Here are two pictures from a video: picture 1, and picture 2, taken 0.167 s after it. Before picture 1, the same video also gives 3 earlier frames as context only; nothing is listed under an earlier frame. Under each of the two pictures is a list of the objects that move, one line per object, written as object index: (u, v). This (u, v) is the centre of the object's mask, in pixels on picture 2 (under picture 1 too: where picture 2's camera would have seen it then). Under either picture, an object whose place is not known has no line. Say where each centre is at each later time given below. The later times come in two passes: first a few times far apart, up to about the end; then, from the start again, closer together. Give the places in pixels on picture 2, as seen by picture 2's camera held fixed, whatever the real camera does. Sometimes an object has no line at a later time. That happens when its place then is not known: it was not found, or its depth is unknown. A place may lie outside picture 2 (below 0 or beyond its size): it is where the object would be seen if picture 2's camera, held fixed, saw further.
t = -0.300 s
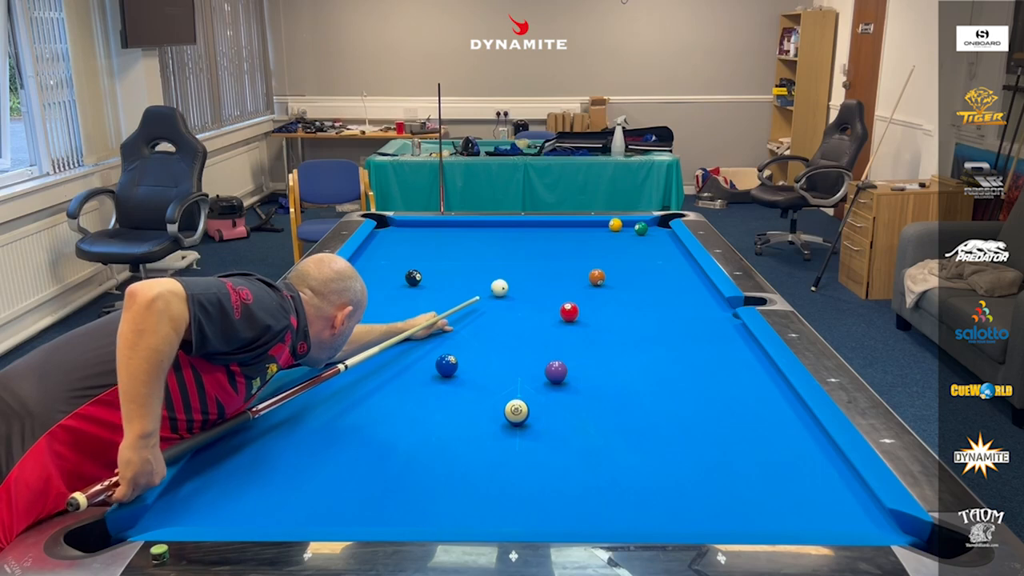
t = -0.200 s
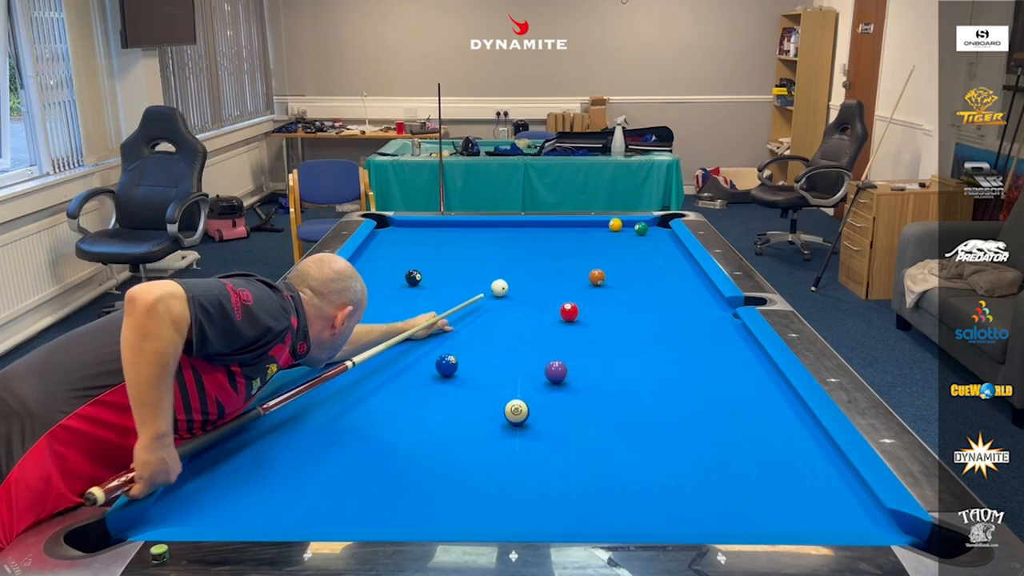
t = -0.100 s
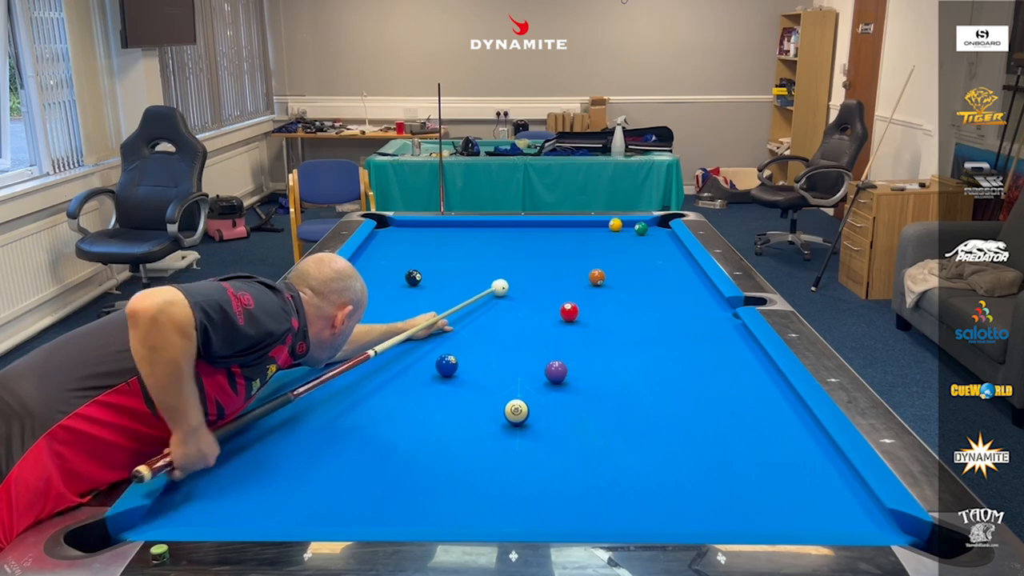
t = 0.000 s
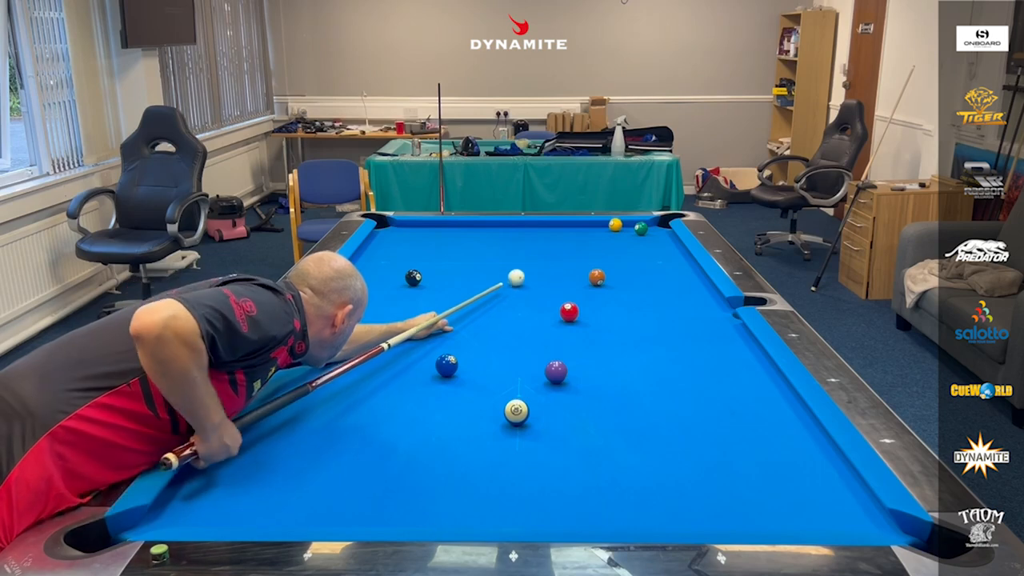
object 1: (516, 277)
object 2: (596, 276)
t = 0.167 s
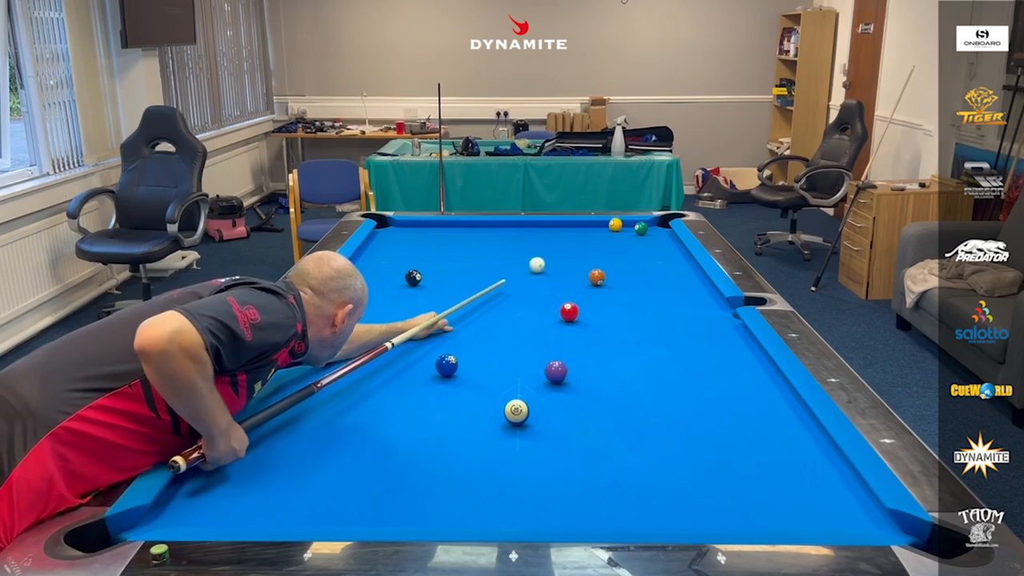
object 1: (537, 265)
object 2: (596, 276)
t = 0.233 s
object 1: (544, 260)
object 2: (596, 276)
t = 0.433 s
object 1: (564, 248)
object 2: (596, 276)
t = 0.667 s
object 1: (585, 235)
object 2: (596, 276)
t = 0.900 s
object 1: (602, 224)
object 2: (596, 276)
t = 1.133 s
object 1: (600, 227)
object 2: (596, 276)
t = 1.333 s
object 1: (600, 232)
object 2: (596, 276)
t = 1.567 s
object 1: (599, 237)
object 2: (596, 276)
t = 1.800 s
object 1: (599, 242)
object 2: (596, 276)
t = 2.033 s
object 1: (598, 248)
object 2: (596, 276)
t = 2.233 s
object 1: (597, 252)
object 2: (596, 276)
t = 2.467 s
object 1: (596, 258)
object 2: (596, 276)
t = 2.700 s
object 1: (595, 262)
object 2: (596, 276)
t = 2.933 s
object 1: (594, 266)
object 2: (596, 276)
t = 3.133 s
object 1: (592, 269)
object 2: (596, 276)
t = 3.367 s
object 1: (589, 272)
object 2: (598, 280)
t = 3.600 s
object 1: (587, 274)
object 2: (600, 283)
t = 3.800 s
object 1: (586, 275)
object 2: (601, 285)
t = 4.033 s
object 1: (584, 275)
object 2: (602, 288)
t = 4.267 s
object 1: (582, 272)
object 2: (603, 290)
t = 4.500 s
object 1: (584, 276)
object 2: (603, 291)
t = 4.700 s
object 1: (585, 276)
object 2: (604, 293)
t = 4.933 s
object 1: (584, 276)
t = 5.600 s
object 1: (584, 276)
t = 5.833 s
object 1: (584, 276)
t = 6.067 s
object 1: (584, 276)
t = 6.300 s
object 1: (584, 276)
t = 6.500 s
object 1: (584, 276)
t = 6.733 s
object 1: (584, 276)
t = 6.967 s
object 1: (584, 276)
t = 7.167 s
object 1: (584, 276)
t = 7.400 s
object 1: (584, 276)
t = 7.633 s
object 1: (584, 276)
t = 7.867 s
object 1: (584, 276)
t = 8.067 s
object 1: (584, 276)
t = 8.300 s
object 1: (584, 276)
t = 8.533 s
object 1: (584, 276)
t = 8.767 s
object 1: (584, 276)
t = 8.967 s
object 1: (584, 276)
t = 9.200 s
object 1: (584, 276)
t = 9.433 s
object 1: (584, 276)
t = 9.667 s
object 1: (584, 276)
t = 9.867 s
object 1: (584, 276)
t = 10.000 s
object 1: (584, 276)
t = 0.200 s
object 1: (541, 262)
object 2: (596, 276)
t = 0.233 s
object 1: (544, 260)
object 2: (596, 276)
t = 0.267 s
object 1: (548, 258)
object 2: (596, 276)
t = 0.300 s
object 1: (551, 256)
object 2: (596, 276)
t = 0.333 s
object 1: (555, 254)
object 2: (596, 276)
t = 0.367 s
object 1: (558, 252)
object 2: (596, 276)
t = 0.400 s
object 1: (561, 250)
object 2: (596, 276)
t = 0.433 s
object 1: (564, 248)
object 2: (596, 276)
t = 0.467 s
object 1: (567, 246)
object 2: (596, 276)
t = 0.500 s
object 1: (570, 244)
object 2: (596, 276)
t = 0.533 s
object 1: (573, 242)
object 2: (596, 276)
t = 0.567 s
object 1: (576, 240)
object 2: (596, 276)
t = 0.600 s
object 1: (579, 239)
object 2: (596, 276)
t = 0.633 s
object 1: (582, 237)
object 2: (596, 276)
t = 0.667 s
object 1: (585, 235)
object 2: (596, 276)
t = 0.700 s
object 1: (588, 234)
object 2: (596, 276)
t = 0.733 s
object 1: (590, 232)
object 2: (596, 276)
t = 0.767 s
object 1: (593, 230)
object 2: (596, 276)
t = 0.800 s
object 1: (595, 229)
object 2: (596, 276)
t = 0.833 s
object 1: (598, 227)
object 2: (596, 276)
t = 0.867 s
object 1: (600, 226)
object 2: (596, 276)
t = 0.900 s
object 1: (602, 224)
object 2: (596, 276)
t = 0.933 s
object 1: (601, 223)
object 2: (596, 276)
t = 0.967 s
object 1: (601, 223)
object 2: (596, 276)
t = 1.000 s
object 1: (601, 224)
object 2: (596, 276)
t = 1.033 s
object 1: (601, 225)
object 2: (596, 276)
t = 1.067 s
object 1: (601, 226)
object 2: (596, 276)
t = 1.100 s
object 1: (601, 227)
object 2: (596, 276)
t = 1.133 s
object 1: (600, 227)
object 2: (596, 276)
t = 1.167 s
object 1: (600, 228)
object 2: (596, 276)
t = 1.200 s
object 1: (600, 229)
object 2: (596, 276)
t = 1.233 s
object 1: (600, 230)
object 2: (596, 276)
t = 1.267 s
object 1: (600, 230)
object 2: (596, 276)
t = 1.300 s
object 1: (600, 231)
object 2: (596, 276)
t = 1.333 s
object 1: (600, 232)
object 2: (596, 276)
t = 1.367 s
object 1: (600, 233)
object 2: (596, 276)
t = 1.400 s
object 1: (600, 233)
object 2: (596, 276)
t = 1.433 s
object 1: (600, 234)
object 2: (596, 276)
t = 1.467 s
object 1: (600, 235)
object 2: (596, 276)
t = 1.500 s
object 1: (600, 236)
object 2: (596, 276)
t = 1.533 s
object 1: (599, 236)
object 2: (596, 276)
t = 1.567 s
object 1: (599, 237)
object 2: (596, 276)
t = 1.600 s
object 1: (599, 238)
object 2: (596, 276)
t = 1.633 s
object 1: (599, 239)
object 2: (596, 276)
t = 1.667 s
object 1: (599, 240)
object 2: (596, 276)
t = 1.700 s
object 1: (599, 240)
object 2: (596, 276)
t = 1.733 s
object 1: (599, 241)
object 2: (596, 276)
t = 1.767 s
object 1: (599, 242)
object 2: (596, 276)
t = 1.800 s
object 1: (599, 242)
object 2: (596, 276)
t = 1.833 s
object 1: (599, 243)
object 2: (596, 276)
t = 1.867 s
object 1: (599, 244)
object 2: (596, 276)
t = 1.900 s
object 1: (598, 245)
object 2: (596, 276)
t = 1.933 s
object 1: (598, 246)
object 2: (596, 276)
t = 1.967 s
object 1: (598, 246)
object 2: (596, 276)
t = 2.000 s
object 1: (598, 247)
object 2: (596, 276)
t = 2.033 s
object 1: (598, 248)
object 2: (596, 276)
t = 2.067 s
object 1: (598, 249)
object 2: (596, 276)
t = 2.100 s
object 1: (598, 249)
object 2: (596, 276)
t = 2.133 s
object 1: (597, 250)
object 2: (596, 276)
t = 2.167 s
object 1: (597, 251)
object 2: (596, 276)
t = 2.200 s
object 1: (597, 252)
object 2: (596, 276)
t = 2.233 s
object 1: (597, 252)
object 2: (596, 276)
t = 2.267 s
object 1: (597, 253)
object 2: (596, 276)
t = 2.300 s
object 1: (597, 254)
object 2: (596, 276)
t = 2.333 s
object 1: (597, 255)
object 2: (596, 276)
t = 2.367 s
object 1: (597, 255)
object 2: (596, 276)
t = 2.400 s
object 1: (596, 256)
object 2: (596, 276)
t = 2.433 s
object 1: (596, 257)
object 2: (596, 276)
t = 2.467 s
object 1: (596, 258)
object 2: (596, 276)
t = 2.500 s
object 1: (596, 258)
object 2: (596, 276)
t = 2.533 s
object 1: (596, 259)
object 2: (596, 276)
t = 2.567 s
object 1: (596, 260)
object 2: (596, 276)
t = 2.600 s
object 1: (596, 260)
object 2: (596, 276)
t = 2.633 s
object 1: (595, 261)
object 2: (596, 276)
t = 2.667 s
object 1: (595, 261)
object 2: (596, 276)
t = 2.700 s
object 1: (595, 262)
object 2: (596, 276)
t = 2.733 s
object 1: (595, 263)
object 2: (596, 276)
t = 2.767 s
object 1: (595, 263)
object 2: (596, 276)
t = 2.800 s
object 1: (595, 263)
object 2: (596, 276)
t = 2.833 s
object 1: (594, 264)
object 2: (596, 276)
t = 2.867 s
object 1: (594, 264)
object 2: (596, 276)
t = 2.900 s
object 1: (594, 265)
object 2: (596, 276)
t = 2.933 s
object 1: (594, 266)
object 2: (596, 276)
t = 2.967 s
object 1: (594, 266)
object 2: (596, 276)
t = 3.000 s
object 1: (593, 267)
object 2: (596, 276)
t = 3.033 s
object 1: (593, 267)
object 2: (596, 276)
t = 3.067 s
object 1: (593, 267)
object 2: (596, 276)
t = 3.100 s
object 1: (592, 268)
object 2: (596, 276)
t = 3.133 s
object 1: (592, 269)
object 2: (596, 276)
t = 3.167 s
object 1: (591, 269)
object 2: (596, 276)
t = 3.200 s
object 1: (591, 270)
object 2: (597, 277)
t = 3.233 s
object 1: (590, 271)
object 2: (597, 278)
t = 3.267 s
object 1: (590, 271)
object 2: (598, 278)
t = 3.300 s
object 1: (590, 272)
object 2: (598, 279)
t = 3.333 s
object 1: (589, 272)
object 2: (598, 279)
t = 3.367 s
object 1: (589, 272)
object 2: (598, 280)
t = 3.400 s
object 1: (589, 273)
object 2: (599, 280)
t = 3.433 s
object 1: (589, 273)
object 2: (599, 281)
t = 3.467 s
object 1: (588, 273)
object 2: (599, 281)
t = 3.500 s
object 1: (588, 273)
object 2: (599, 282)
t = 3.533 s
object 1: (588, 274)
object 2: (599, 282)
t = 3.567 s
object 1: (588, 274)
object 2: (600, 283)
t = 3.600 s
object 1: (587, 274)
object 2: (600, 283)
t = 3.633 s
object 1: (587, 274)
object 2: (600, 283)
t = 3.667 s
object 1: (587, 274)
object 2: (600, 284)
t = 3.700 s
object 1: (587, 274)
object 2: (600, 284)
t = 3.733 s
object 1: (587, 275)
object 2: (600, 284)
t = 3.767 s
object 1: (586, 275)
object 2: (601, 285)
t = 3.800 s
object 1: (586, 275)
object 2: (601, 285)
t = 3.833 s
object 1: (586, 275)
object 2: (601, 286)
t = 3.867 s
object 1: (586, 275)
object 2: (601, 286)
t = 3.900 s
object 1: (585, 275)
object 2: (602, 286)
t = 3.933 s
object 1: (585, 275)
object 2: (602, 287)
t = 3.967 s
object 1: (585, 275)
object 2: (602, 288)
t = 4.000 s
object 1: (585, 275)
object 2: (602, 287)
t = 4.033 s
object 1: (584, 275)
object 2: (602, 288)
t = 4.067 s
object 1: (584, 276)
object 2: (602, 289)
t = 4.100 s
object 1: (584, 276)
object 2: (602, 289)
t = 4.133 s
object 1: (584, 276)
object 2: (603, 289)
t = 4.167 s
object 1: (584, 276)
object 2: (602, 289)
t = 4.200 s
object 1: (584, 276)
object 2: (603, 289)
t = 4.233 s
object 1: (584, 276)
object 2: (603, 290)
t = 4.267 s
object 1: (582, 272)
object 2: (603, 290)
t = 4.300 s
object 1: (584, 276)
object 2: (606, 294)
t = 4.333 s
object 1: (584, 276)
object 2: (603, 290)
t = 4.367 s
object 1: (584, 276)
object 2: (603, 291)
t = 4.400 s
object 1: (584, 276)
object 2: (603, 291)
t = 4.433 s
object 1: (584, 276)
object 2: (603, 291)
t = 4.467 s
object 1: (584, 276)
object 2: (602, 291)
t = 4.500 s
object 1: (584, 276)
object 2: (603, 291)
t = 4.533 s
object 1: (584, 276)
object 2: (603, 291)
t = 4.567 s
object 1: (584, 276)
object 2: (603, 292)
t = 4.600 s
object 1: (584, 276)
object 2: (603, 292)
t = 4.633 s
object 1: (584, 276)
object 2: (604, 292)
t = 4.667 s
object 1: (584, 276)
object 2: (604, 292)
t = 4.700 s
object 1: (585, 276)
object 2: (604, 293)
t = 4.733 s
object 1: (584, 276)
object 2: (604, 293)
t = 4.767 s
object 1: (584, 276)
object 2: (604, 293)
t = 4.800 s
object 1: (584, 276)
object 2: (605, 293)
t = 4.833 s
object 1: (584, 276)
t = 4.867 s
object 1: (584, 276)
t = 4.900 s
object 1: (584, 276)
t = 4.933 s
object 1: (584, 276)
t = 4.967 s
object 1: (584, 276)
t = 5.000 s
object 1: (588, 275)
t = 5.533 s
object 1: (585, 276)
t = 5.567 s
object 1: (585, 276)
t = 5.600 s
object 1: (584, 276)
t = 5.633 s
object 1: (584, 276)
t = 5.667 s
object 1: (584, 276)
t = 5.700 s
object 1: (584, 276)
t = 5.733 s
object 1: (584, 276)
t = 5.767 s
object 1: (584, 276)
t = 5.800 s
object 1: (584, 276)
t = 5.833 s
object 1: (584, 276)
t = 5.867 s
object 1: (584, 276)
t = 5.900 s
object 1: (584, 276)
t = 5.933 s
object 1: (584, 276)
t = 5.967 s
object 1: (584, 276)
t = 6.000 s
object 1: (584, 276)
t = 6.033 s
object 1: (584, 276)
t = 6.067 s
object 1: (584, 276)
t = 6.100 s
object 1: (584, 276)
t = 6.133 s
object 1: (584, 276)
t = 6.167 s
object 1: (584, 276)
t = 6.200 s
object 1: (584, 276)
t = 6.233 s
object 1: (584, 276)
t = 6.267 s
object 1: (584, 276)
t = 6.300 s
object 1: (584, 276)
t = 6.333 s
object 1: (584, 276)
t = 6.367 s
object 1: (584, 276)
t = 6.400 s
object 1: (584, 276)
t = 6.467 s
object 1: (584, 276)
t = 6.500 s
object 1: (584, 276)
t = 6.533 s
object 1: (584, 276)
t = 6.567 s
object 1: (584, 276)
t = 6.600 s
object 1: (584, 276)
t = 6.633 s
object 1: (584, 276)
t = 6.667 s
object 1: (584, 276)
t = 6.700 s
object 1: (584, 276)
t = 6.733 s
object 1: (584, 276)
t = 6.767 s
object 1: (584, 276)
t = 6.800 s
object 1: (584, 276)
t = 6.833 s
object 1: (584, 276)
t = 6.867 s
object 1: (584, 276)
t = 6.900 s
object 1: (584, 276)
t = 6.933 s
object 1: (584, 276)
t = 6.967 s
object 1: (584, 276)
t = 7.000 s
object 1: (584, 276)
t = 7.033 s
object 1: (584, 276)
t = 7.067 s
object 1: (584, 276)
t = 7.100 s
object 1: (584, 276)
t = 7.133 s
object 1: (584, 276)
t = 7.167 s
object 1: (584, 276)
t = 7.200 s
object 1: (584, 276)
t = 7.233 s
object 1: (584, 276)
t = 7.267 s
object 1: (584, 276)
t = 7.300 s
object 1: (584, 276)
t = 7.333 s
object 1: (584, 276)
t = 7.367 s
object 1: (584, 276)
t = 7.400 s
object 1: (584, 276)
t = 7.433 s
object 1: (584, 276)
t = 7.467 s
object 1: (584, 276)
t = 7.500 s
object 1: (584, 276)
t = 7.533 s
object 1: (584, 276)
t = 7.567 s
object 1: (584, 276)
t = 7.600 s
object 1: (584, 276)
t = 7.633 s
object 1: (584, 276)
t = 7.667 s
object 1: (584, 276)
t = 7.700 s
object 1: (584, 276)
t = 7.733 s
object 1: (584, 276)
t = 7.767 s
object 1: (584, 276)
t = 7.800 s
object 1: (584, 276)
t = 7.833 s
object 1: (584, 276)
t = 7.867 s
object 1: (584, 276)
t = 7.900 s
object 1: (584, 276)
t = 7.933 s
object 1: (584, 276)
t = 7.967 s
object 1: (584, 276)
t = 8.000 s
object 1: (584, 276)
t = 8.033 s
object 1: (584, 276)
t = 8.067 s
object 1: (584, 276)
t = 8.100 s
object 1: (584, 276)
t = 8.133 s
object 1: (584, 276)
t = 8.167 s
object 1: (584, 276)
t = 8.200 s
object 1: (584, 276)
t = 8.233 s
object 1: (584, 276)
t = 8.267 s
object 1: (584, 276)
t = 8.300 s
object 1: (584, 276)
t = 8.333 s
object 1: (584, 276)
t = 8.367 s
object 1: (584, 276)
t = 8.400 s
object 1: (584, 276)
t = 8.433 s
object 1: (584, 276)
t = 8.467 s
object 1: (584, 276)
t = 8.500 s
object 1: (584, 276)
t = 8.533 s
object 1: (584, 276)
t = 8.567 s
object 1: (584, 276)
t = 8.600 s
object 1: (584, 276)
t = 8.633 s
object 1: (584, 276)
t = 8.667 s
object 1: (584, 276)
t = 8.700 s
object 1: (584, 276)
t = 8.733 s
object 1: (584, 276)
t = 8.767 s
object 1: (584, 276)
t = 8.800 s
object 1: (584, 276)
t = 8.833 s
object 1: (584, 276)
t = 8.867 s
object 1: (584, 276)
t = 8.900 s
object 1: (584, 276)
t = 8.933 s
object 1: (584, 276)
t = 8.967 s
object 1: (584, 276)
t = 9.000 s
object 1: (584, 276)
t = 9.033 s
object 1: (584, 276)
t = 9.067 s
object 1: (584, 276)
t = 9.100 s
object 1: (584, 276)
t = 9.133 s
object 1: (584, 276)
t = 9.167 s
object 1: (584, 276)
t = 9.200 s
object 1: (584, 276)
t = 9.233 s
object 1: (584, 276)
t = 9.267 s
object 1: (584, 276)
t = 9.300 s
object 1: (584, 276)
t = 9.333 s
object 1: (584, 276)
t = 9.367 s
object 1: (584, 276)
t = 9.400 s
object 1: (584, 276)
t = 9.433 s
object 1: (584, 276)
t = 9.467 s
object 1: (584, 276)
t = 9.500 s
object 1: (584, 276)
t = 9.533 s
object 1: (584, 276)
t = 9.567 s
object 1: (584, 276)
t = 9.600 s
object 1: (584, 276)
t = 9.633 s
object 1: (584, 276)
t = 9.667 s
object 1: (584, 276)
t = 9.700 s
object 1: (584, 276)
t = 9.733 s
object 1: (584, 276)
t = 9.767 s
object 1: (584, 276)
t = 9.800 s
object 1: (584, 276)
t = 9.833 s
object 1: (584, 276)
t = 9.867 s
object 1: (584, 276)
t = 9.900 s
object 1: (584, 276)
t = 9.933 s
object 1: (584, 276)
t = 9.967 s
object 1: (584, 276)
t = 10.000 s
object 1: (584, 276)
